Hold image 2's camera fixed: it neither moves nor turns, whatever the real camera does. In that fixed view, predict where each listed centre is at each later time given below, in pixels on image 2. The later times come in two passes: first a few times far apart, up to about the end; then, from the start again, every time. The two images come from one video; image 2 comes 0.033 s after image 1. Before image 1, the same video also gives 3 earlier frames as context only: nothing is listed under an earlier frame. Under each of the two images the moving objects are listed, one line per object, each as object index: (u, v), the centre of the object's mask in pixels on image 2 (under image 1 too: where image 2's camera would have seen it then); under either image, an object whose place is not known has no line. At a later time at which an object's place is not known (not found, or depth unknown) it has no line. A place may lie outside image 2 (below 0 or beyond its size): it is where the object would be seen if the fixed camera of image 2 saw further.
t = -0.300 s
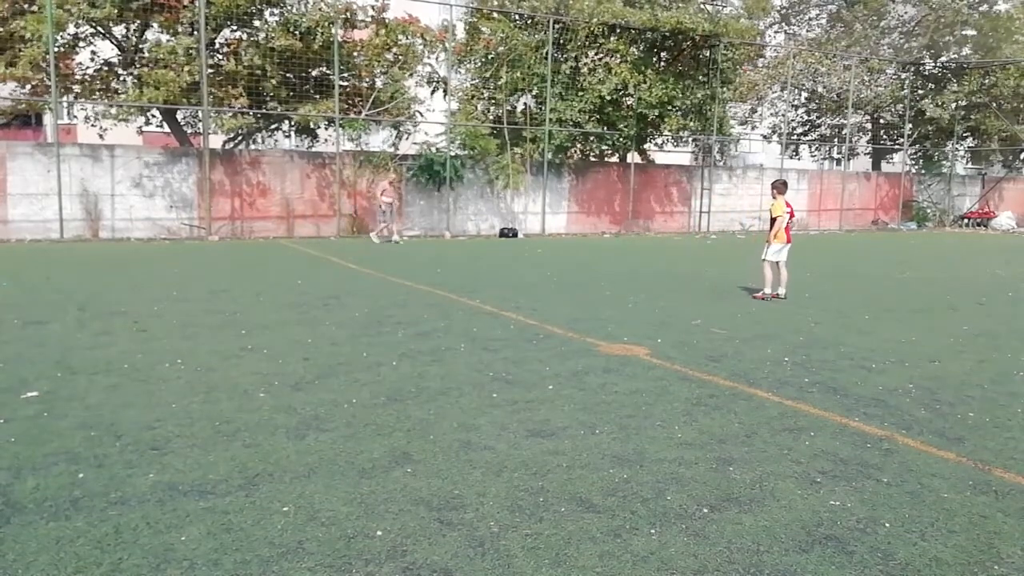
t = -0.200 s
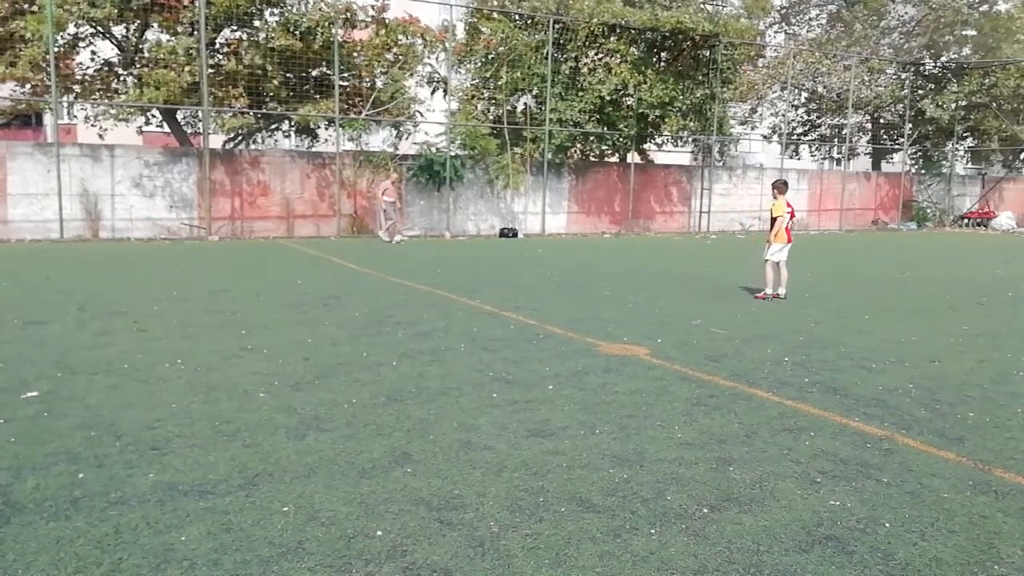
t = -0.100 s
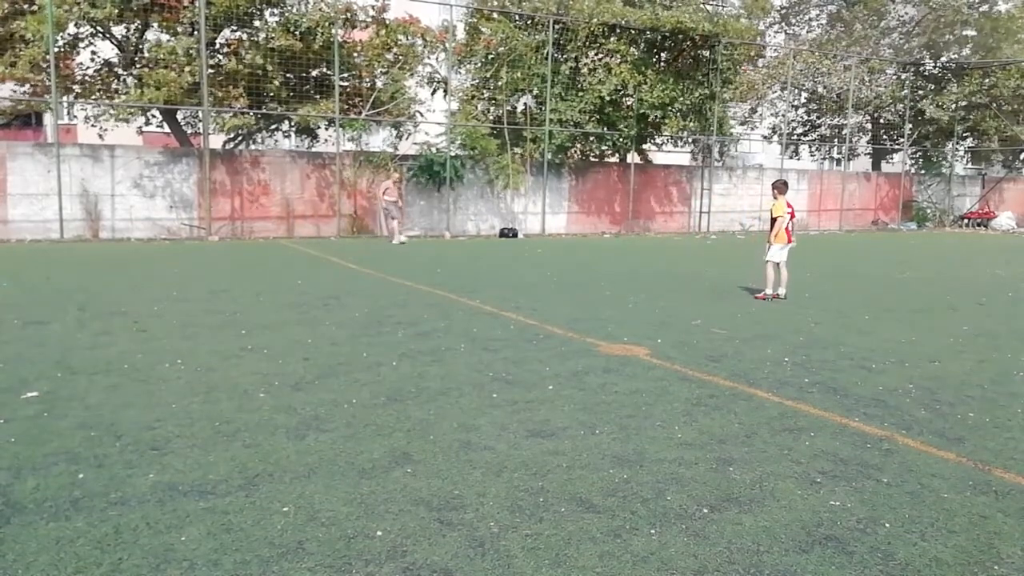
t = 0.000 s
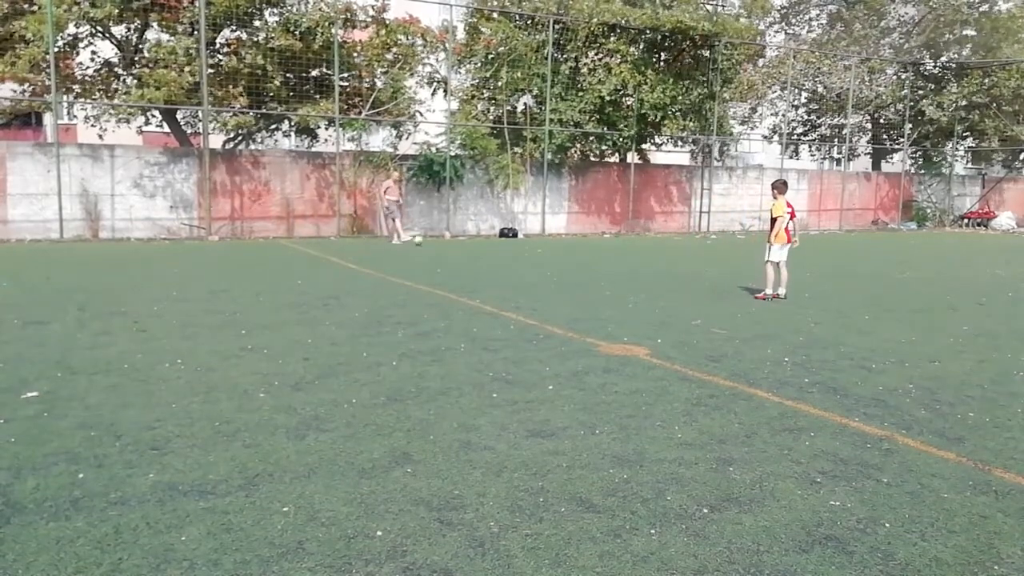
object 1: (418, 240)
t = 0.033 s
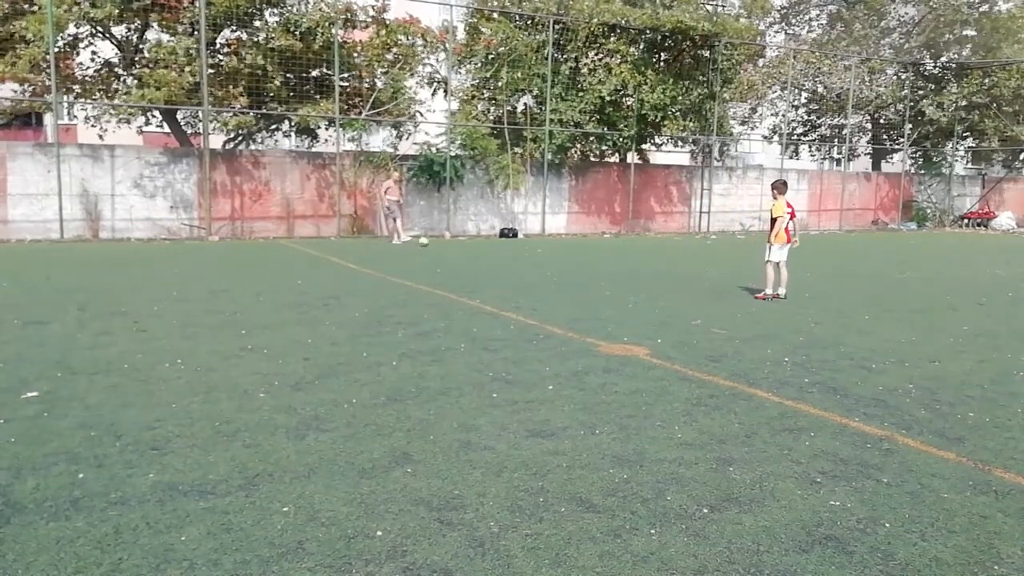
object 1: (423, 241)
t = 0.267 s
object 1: (458, 245)
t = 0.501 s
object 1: (488, 249)
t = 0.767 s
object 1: (518, 253)
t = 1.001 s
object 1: (546, 257)
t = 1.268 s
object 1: (579, 261)
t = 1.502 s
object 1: (610, 266)
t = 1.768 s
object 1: (648, 271)
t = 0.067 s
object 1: (428, 242)
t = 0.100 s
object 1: (433, 242)
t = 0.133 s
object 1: (439, 242)
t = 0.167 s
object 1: (444, 243)
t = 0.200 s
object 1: (449, 245)
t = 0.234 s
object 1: (453, 245)
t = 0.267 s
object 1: (458, 245)
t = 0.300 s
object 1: (463, 246)
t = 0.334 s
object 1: (467, 247)
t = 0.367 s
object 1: (472, 248)
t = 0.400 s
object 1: (476, 247)
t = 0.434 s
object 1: (480, 248)
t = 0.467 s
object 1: (484, 248)
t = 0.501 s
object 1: (488, 249)
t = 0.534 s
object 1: (492, 250)
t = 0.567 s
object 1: (495, 250)
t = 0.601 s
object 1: (499, 251)
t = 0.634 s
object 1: (503, 251)
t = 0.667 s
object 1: (507, 252)
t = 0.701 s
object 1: (510, 253)
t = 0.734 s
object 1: (514, 253)
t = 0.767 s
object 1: (518, 253)
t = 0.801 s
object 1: (522, 254)
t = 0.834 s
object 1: (526, 254)
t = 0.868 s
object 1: (530, 255)
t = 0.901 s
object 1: (533, 255)
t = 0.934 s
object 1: (538, 256)
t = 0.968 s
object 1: (542, 257)
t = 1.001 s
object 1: (546, 257)
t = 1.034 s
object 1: (549, 257)
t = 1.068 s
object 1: (554, 258)
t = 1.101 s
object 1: (558, 258)
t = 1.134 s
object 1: (562, 259)
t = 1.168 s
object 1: (566, 260)
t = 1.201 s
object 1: (570, 260)
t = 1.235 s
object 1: (575, 260)
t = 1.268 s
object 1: (579, 261)
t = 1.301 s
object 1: (583, 262)
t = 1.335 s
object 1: (587, 262)
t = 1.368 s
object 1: (592, 263)
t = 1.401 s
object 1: (596, 264)
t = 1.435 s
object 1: (600, 265)
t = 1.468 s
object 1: (605, 266)
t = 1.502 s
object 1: (610, 266)
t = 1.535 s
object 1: (614, 266)
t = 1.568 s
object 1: (619, 267)
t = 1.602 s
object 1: (624, 268)
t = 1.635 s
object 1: (628, 269)
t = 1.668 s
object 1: (633, 269)
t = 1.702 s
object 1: (638, 270)
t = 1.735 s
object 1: (643, 270)
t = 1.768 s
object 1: (648, 271)
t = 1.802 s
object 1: (653, 272)
